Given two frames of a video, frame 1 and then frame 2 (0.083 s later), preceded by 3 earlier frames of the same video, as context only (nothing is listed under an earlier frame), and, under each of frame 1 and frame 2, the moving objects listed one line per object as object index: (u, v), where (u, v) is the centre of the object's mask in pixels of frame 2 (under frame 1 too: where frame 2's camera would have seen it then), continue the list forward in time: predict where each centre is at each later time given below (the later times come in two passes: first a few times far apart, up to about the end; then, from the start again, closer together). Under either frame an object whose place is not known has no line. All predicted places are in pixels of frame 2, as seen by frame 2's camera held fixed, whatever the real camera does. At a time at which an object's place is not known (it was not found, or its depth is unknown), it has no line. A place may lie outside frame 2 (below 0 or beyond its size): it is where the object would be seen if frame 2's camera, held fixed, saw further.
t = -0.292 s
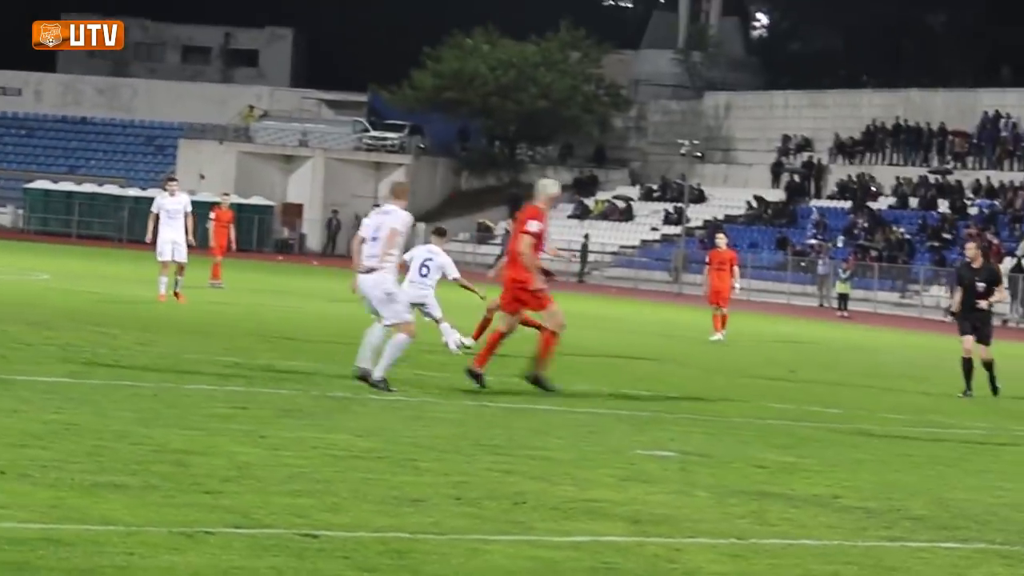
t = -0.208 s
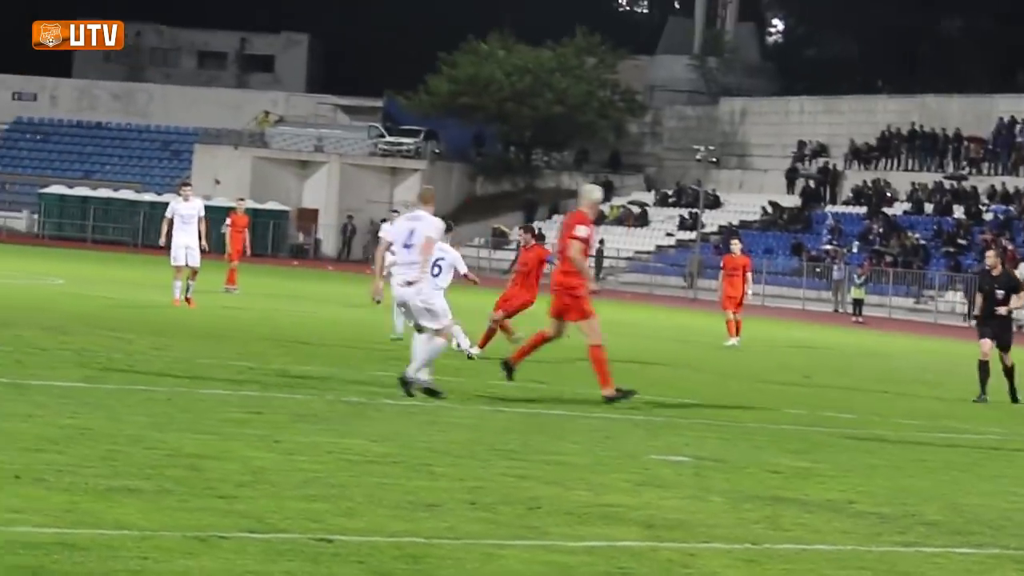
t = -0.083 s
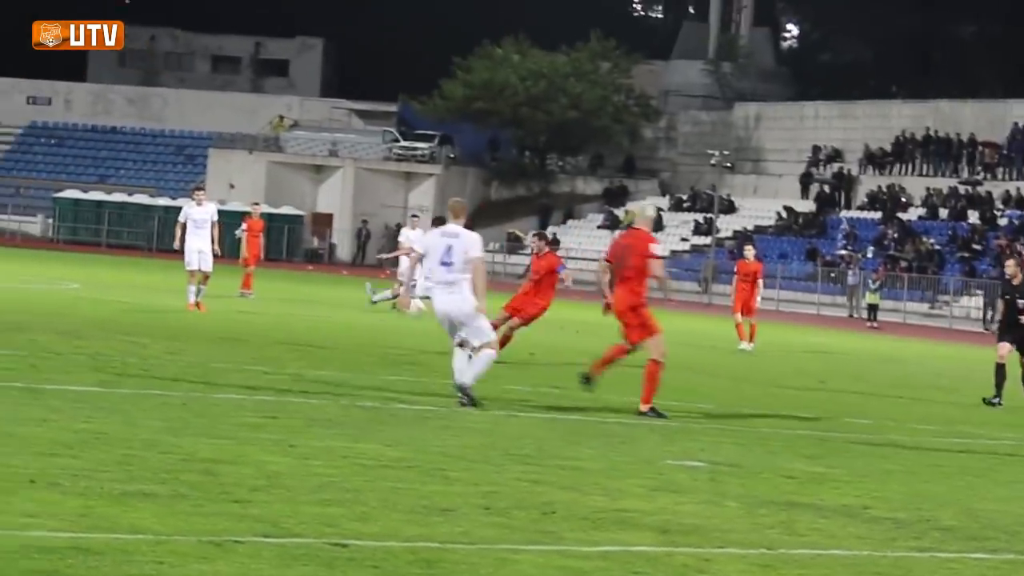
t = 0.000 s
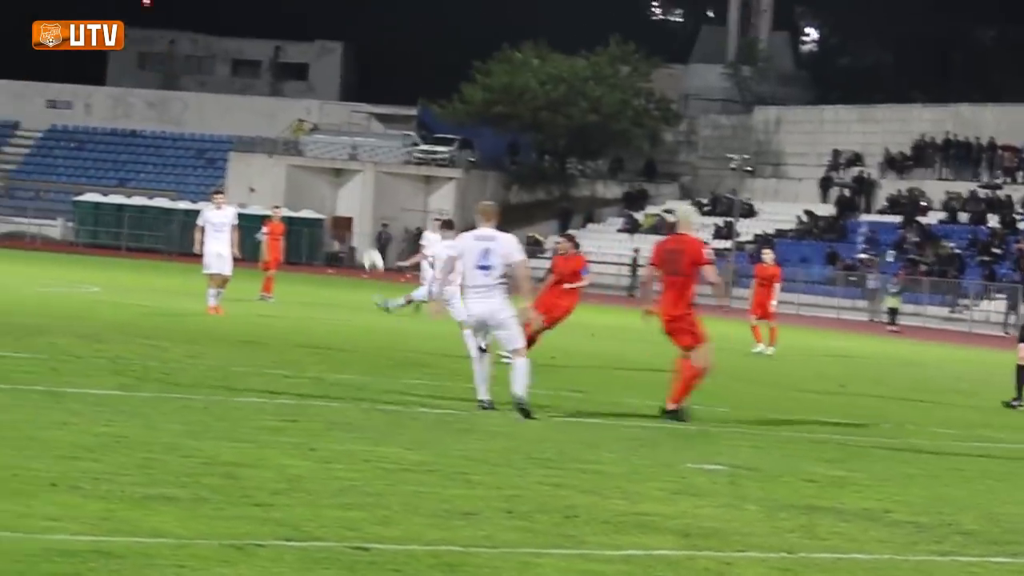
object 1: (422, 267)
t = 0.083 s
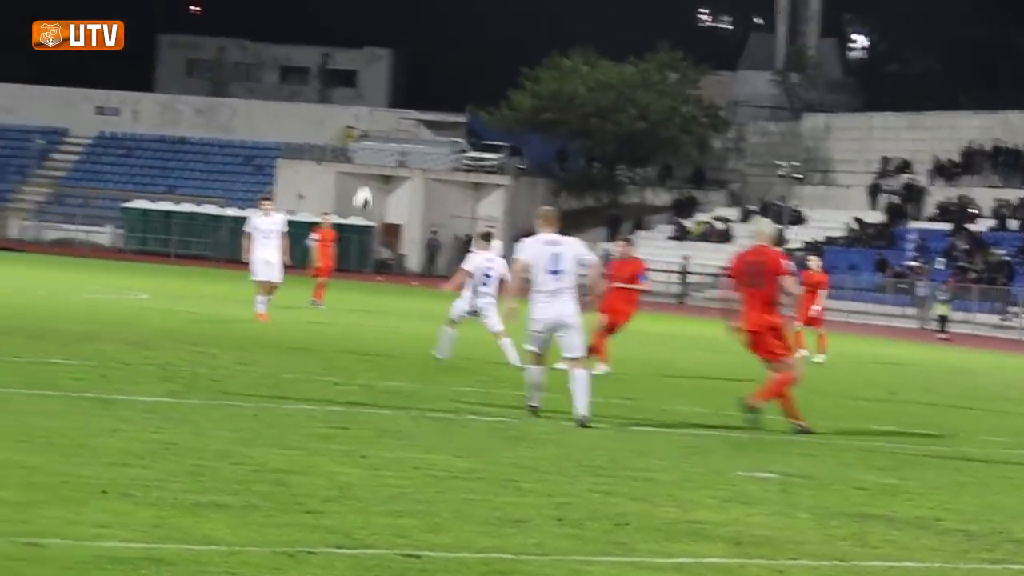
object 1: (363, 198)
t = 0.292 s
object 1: (236, 75)
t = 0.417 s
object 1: (153, 13)
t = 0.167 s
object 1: (312, 146)
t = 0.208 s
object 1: (287, 122)
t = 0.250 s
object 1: (261, 99)
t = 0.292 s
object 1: (236, 75)
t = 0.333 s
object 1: (209, 53)
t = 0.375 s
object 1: (181, 33)
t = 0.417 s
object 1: (153, 13)
